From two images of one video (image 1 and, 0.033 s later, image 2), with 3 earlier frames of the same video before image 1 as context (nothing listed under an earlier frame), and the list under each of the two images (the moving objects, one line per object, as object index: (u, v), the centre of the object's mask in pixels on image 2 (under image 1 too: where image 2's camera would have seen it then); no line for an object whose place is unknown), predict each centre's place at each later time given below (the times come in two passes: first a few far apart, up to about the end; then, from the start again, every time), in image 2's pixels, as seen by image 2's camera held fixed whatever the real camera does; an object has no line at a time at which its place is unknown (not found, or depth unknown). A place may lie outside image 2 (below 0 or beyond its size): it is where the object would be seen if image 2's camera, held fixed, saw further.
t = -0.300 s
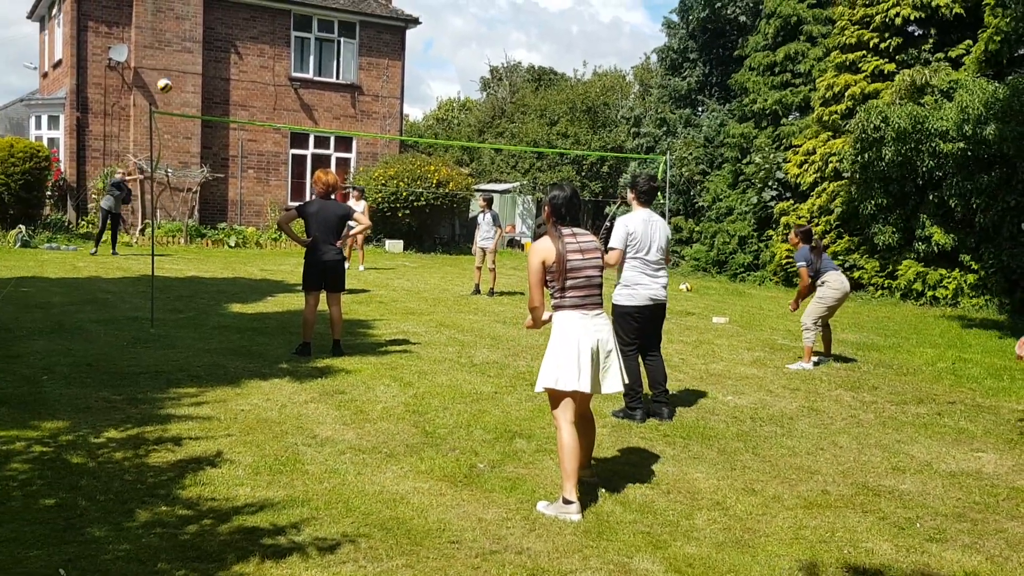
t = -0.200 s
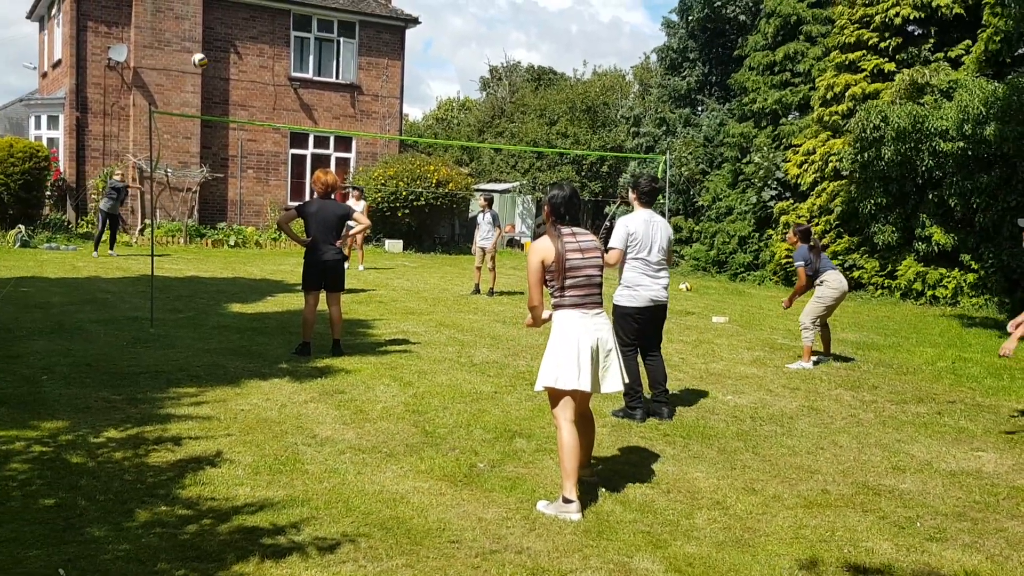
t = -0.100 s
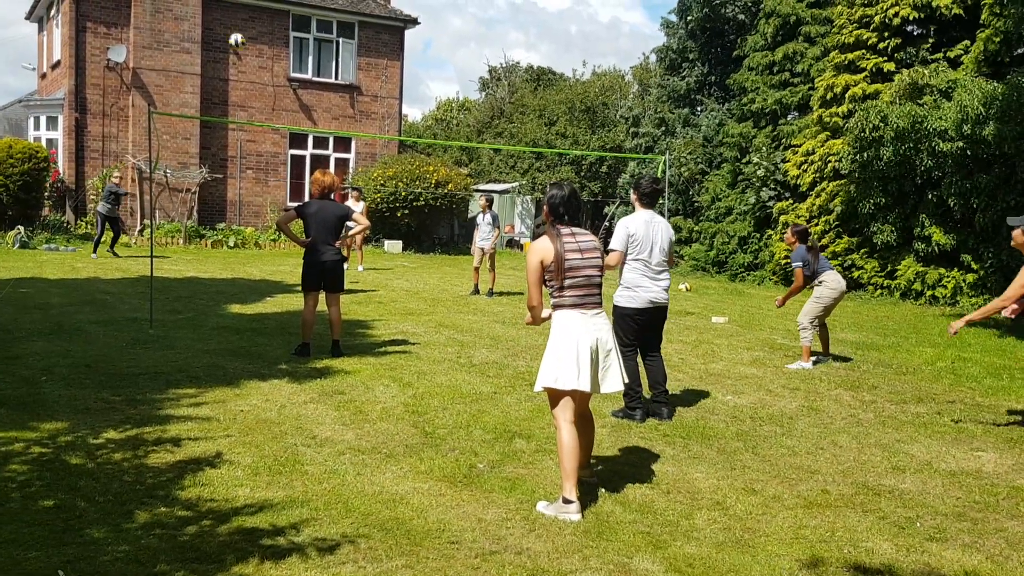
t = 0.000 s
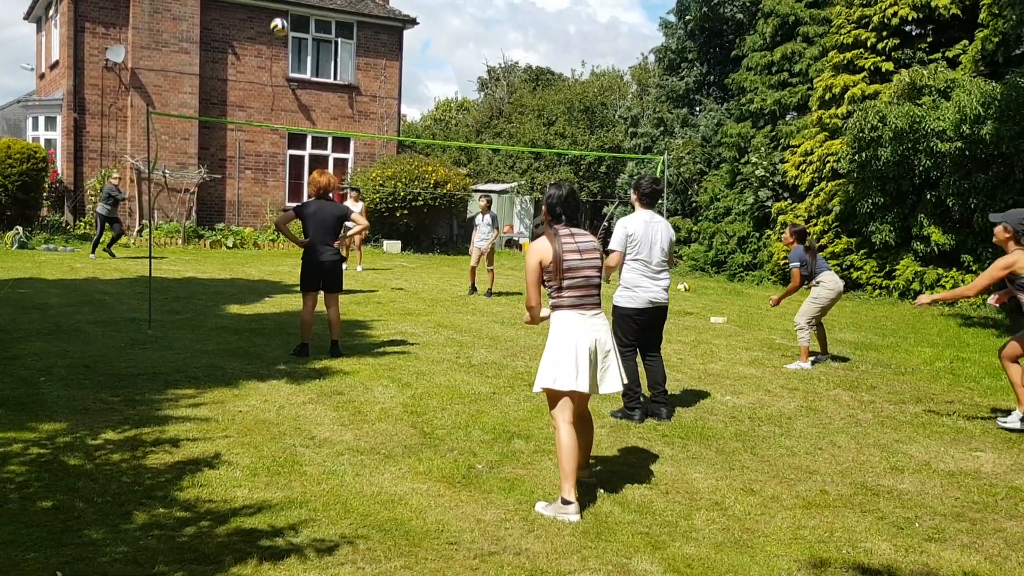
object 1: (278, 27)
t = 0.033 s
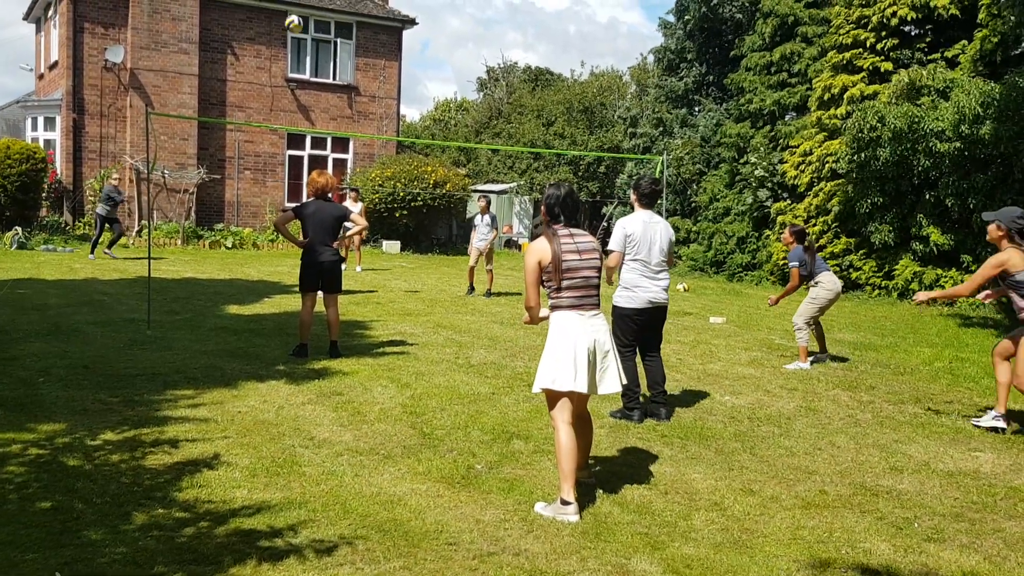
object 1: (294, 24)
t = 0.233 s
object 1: (399, 21)
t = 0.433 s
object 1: (531, 63)
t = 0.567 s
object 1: (636, 122)
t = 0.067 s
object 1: (310, 22)
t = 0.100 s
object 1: (327, 19)
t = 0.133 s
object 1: (344, 18)
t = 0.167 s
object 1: (362, 19)
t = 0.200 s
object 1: (380, 20)
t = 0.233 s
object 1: (399, 21)
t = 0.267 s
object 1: (419, 25)
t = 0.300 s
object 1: (439, 30)
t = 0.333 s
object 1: (461, 37)
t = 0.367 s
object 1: (482, 44)
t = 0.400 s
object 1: (506, 53)
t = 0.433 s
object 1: (531, 63)
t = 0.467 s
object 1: (555, 74)
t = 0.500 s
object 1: (581, 88)
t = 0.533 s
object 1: (607, 104)
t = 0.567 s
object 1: (636, 122)
